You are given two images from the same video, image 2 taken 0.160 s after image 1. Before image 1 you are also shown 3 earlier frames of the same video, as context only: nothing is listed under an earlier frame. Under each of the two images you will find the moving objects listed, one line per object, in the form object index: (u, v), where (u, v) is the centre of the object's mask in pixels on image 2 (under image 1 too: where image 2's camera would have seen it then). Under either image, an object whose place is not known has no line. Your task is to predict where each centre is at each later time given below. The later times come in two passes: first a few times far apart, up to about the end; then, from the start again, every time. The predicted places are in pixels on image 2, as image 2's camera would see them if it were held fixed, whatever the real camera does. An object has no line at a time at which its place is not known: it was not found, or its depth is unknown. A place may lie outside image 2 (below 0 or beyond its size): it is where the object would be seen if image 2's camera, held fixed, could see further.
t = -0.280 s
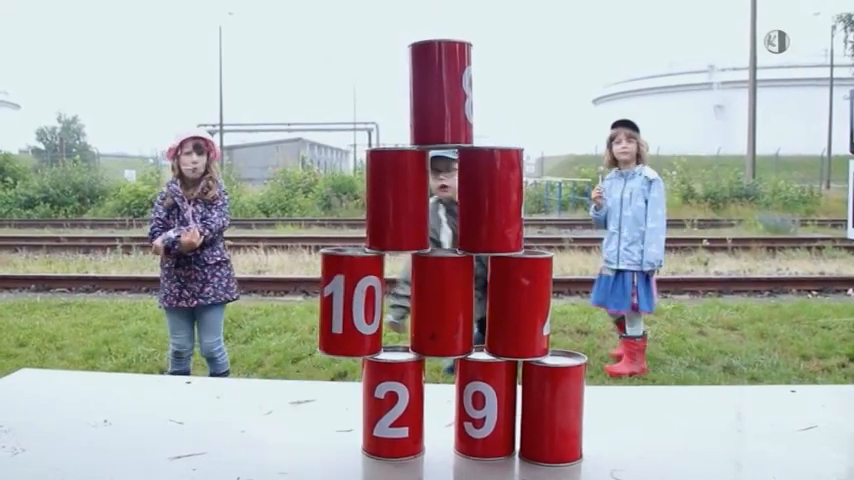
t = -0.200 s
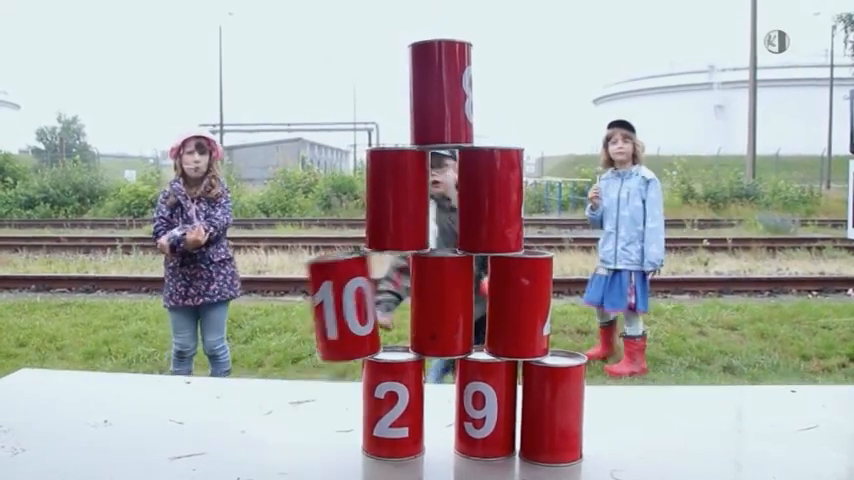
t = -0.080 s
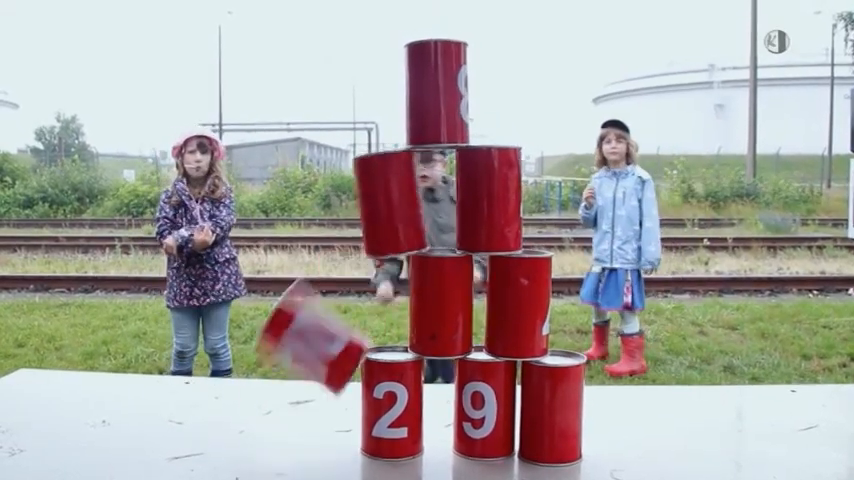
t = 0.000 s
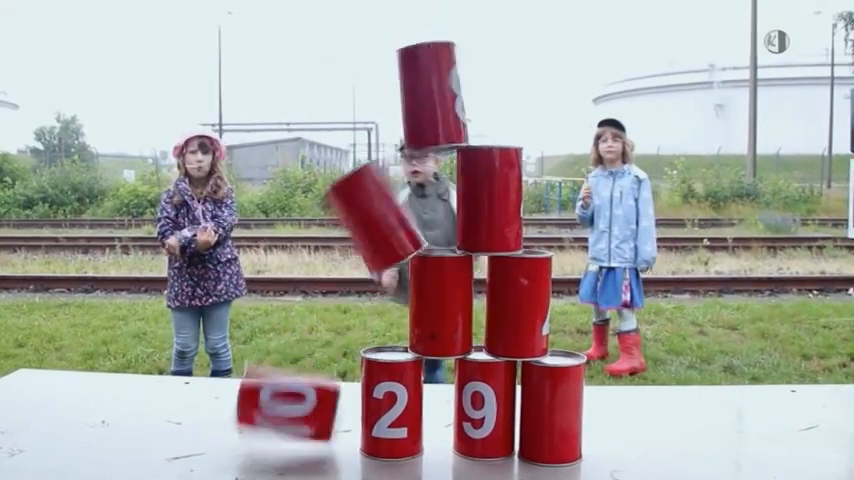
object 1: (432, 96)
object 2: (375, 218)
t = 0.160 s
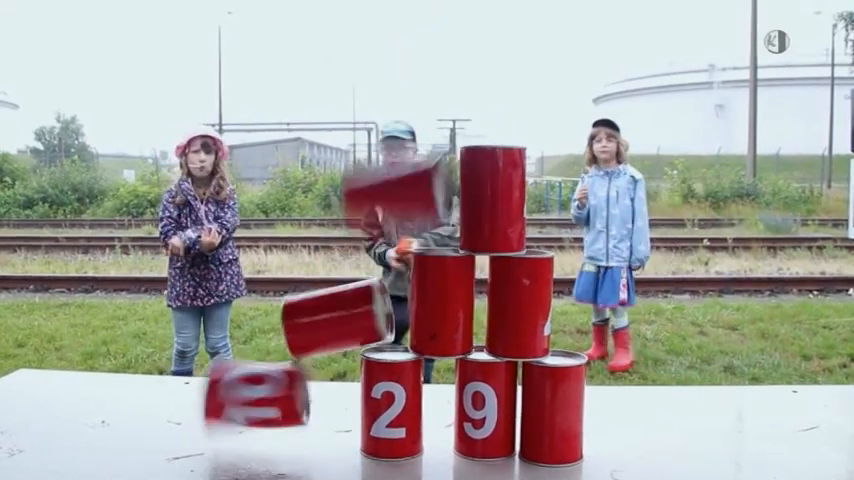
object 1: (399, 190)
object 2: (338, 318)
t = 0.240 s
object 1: (355, 225)
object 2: (333, 316)
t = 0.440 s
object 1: (213, 352)
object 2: (335, 363)
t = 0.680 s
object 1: (93, 358)
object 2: (341, 385)
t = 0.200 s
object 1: (378, 225)
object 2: (335, 315)
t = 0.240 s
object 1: (355, 225)
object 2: (333, 316)
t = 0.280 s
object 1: (325, 229)
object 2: (334, 325)
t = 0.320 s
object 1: (296, 240)
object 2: (339, 341)
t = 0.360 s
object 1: (262, 268)
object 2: (336, 369)
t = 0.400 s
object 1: (234, 309)
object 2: (336, 361)
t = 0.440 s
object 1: (213, 352)
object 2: (335, 363)
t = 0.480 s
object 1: (187, 334)
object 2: (337, 380)
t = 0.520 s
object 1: (168, 318)
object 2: (340, 374)
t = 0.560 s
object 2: (342, 367)
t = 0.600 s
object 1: (127, 317)
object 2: (343, 370)
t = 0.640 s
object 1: (110, 332)
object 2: (343, 374)
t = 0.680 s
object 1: (93, 358)
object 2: (341, 385)
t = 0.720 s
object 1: (75, 350)
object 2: (345, 376)
